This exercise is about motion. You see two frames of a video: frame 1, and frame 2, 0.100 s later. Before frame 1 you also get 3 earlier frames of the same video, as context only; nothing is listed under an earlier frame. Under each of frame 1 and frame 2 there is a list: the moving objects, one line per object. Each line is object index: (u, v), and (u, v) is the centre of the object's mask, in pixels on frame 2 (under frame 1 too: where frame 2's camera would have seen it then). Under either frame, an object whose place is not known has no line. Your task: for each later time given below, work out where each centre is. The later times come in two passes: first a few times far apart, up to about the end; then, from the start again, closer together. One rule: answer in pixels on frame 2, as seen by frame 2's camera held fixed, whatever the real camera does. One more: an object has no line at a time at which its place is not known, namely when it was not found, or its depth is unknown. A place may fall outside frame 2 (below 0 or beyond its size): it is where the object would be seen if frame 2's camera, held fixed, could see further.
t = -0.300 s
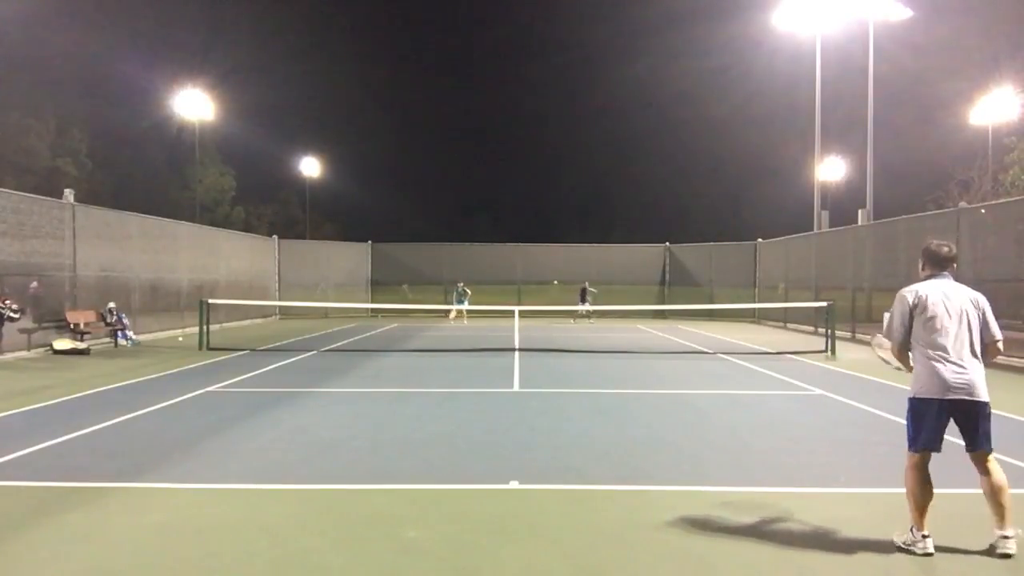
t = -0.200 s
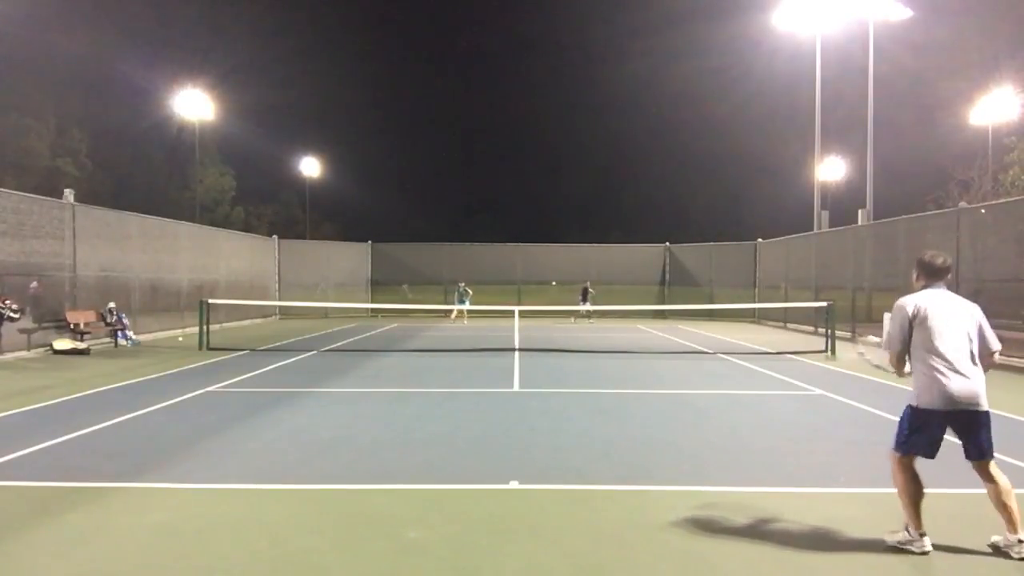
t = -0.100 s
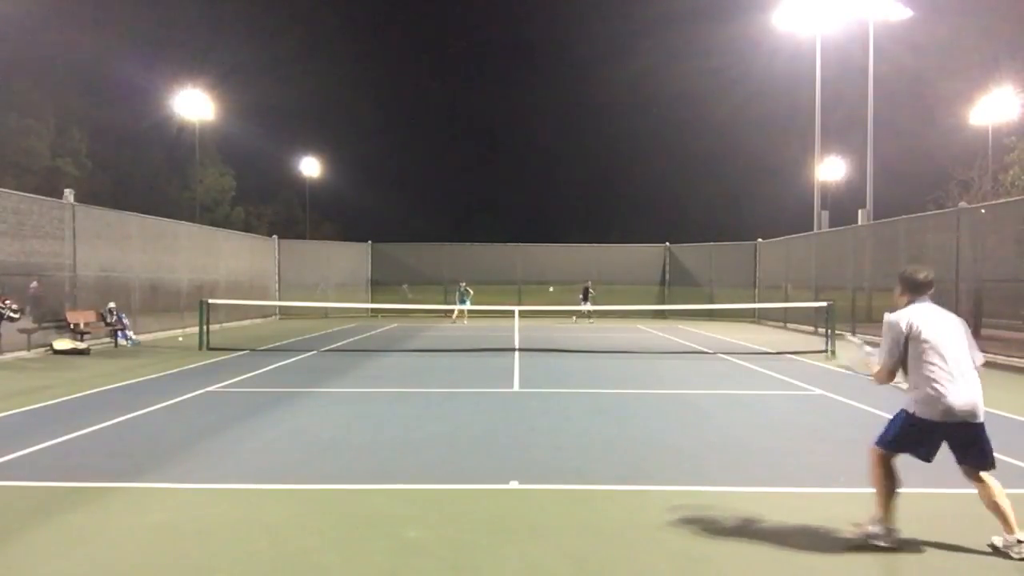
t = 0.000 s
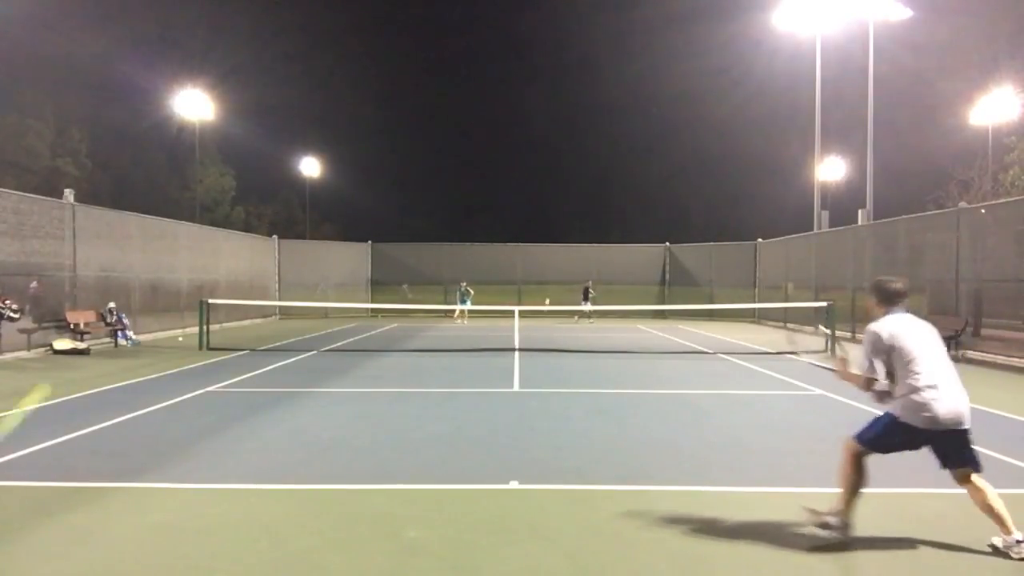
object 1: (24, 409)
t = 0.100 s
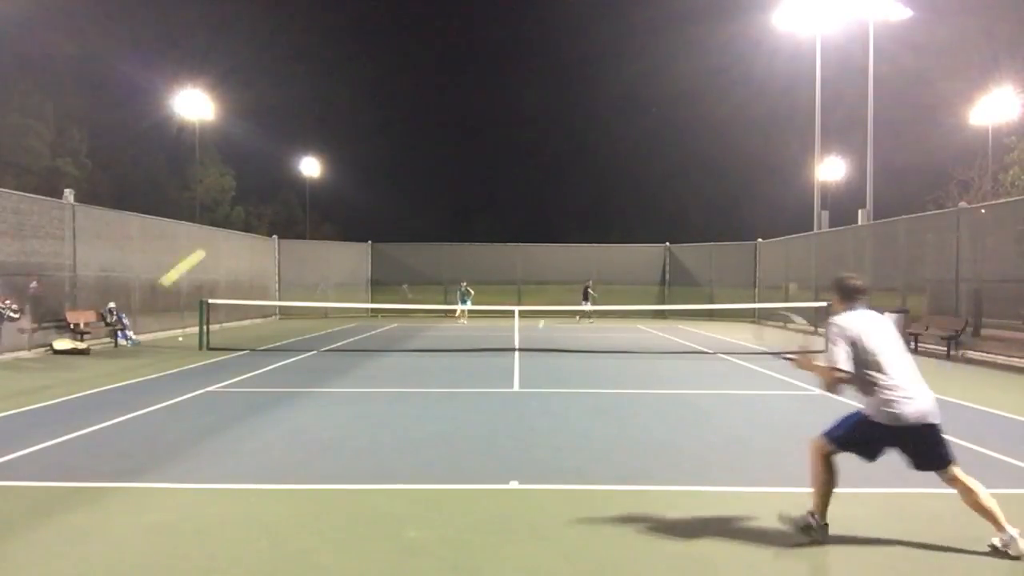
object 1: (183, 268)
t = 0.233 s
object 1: (290, 193)
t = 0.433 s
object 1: (365, 169)
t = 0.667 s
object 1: (408, 186)
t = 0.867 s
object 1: (430, 218)
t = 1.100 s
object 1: (447, 264)
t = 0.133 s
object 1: (218, 240)
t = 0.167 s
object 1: (246, 220)
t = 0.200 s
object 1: (270, 204)
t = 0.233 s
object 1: (290, 193)
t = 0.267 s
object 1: (307, 184)
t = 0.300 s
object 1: (322, 177)
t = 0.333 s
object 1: (335, 173)
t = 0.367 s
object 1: (346, 170)
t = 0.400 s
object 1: (356, 169)
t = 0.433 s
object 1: (365, 169)
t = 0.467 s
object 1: (373, 169)
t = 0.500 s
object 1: (380, 171)
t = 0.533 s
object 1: (387, 172)
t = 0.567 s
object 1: (393, 175)
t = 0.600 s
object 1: (398, 178)
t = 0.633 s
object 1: (404, 182)
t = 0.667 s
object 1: (408, 186)
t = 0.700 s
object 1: (413, 190)
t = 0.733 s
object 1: (417, 196)
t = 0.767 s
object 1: (420, 201)
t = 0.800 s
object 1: (424, 206)
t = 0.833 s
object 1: (427, 212)
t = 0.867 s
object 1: (430, 218)
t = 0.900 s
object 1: (433, 224)
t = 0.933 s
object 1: (436, 230)
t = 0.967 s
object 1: (438, 237)
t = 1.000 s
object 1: (441, 243)
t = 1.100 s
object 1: (447, 264)
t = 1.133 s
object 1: (449, 271)
